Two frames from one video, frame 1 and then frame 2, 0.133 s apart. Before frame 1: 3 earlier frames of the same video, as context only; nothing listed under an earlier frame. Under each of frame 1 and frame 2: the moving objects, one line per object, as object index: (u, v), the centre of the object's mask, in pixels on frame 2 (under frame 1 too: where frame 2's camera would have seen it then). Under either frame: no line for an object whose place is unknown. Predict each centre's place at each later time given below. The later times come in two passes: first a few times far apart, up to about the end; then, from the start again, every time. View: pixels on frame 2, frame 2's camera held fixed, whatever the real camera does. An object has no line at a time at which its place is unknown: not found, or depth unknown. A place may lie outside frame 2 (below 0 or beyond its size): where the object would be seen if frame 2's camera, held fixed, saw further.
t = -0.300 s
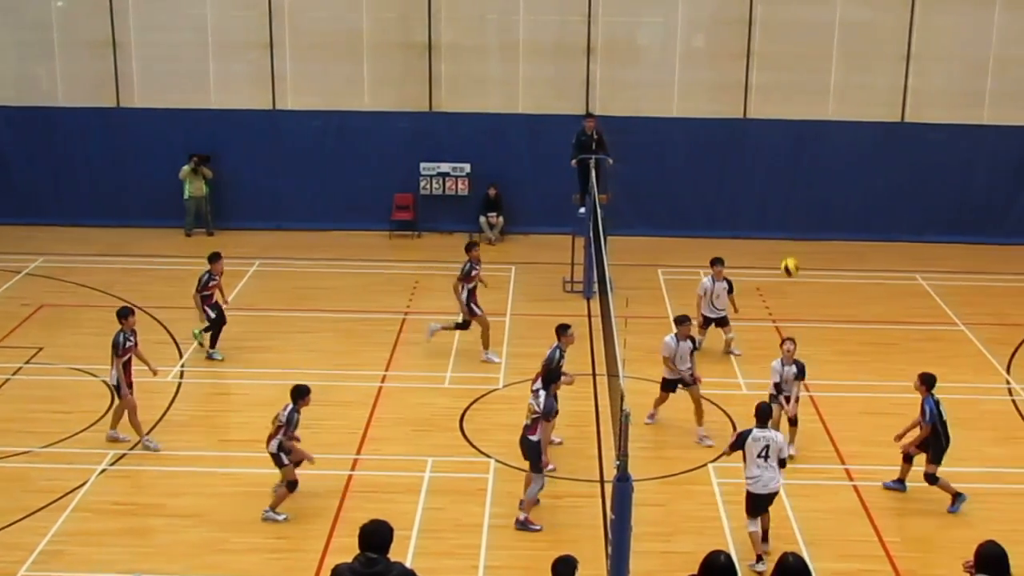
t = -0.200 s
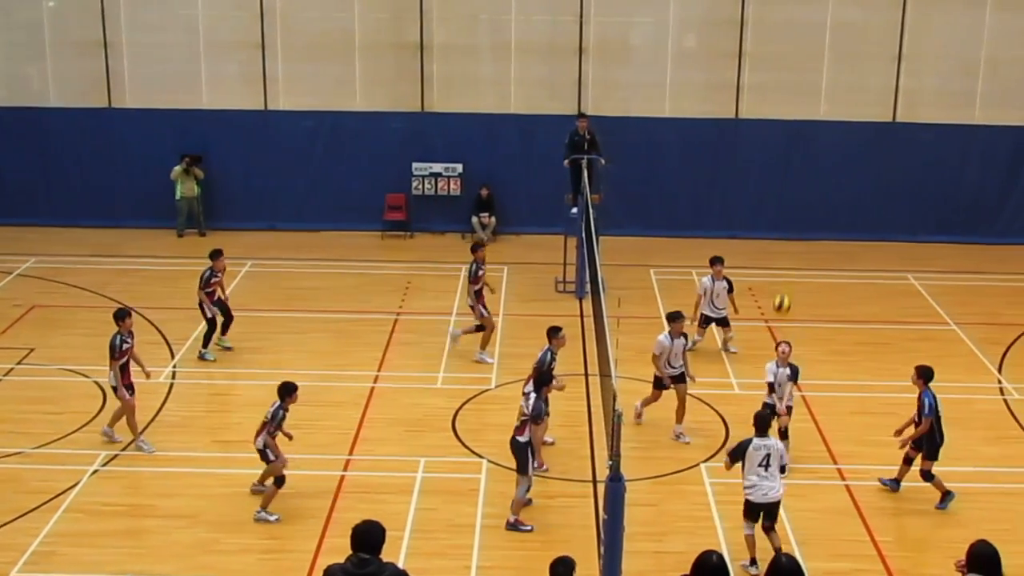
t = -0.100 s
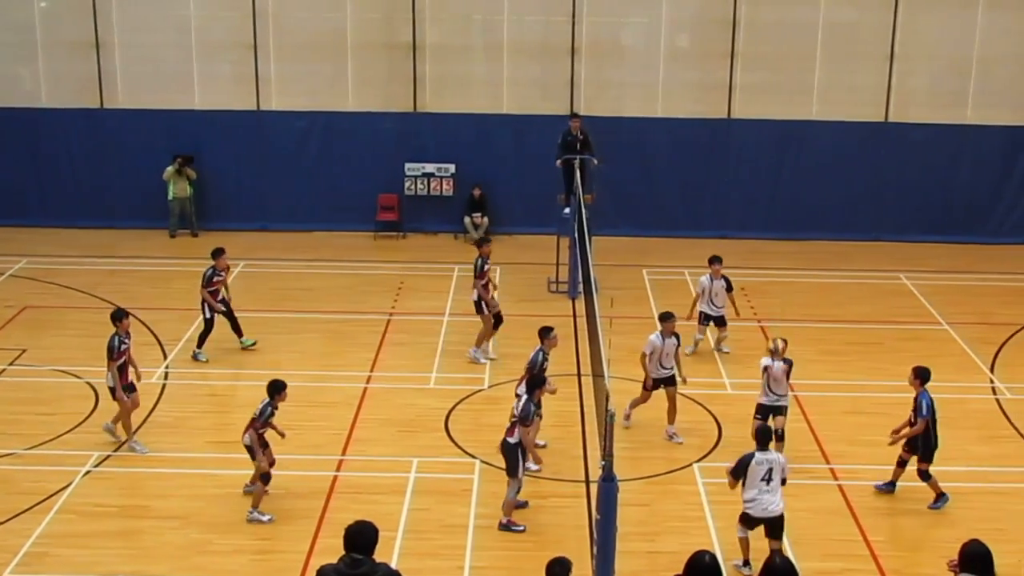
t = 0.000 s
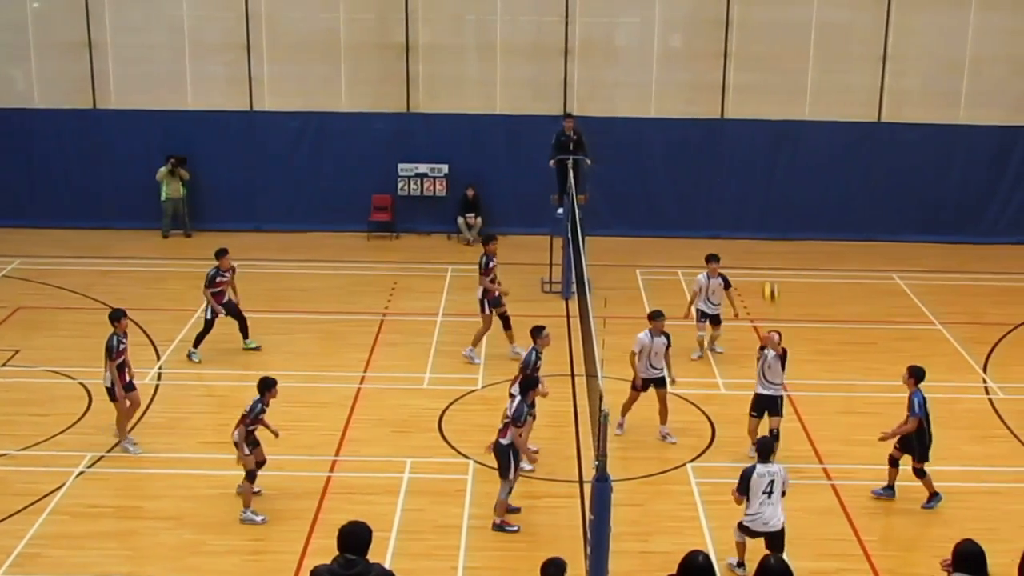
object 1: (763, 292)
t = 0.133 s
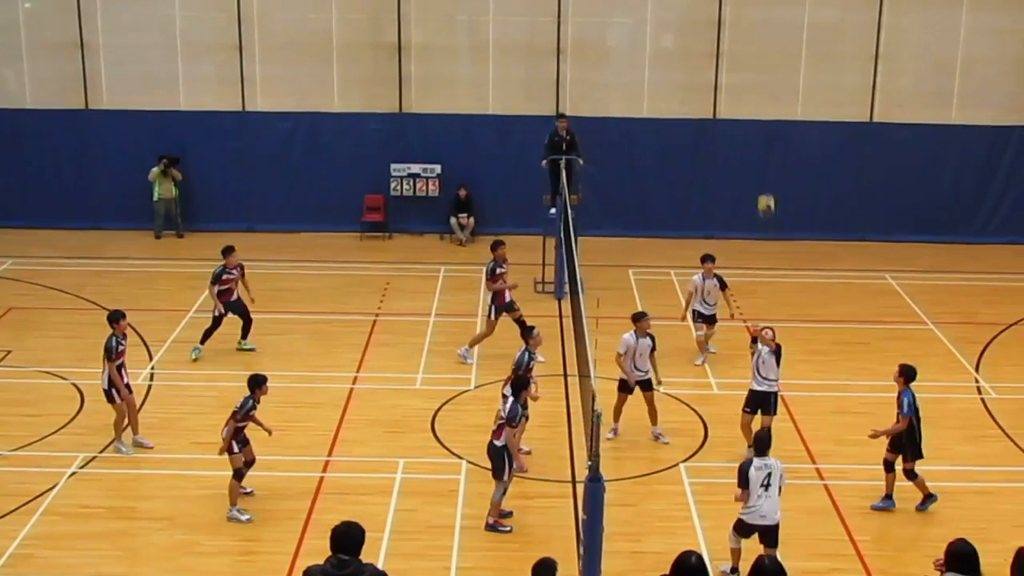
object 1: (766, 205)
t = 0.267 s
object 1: (767, 134)
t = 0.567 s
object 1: (767, 38)
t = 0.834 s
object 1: (762, 17)
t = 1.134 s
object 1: (756, 53)
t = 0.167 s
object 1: (766, 187)
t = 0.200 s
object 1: (766, 168)
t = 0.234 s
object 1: (767, 151)
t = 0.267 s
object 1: (767, 134)
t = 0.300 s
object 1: (767, 120)
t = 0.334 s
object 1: (767, 106)
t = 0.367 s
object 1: (767, 93)
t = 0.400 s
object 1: (767, 82)
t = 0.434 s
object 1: (767, 70)
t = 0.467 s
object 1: (767, 60)
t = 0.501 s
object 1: (767, 52)
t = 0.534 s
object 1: (767, 44)
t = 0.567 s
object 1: (767, 38)
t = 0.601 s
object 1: (766, 32)
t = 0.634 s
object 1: (765, 28)
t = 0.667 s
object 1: (765, 23)
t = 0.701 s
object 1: (765, 20)
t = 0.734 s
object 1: (765, 19)
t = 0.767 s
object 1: (764, 18)
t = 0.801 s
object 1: (763, 17)
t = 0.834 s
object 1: (762, 17)
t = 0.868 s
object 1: (763, 18)
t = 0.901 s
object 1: (762, 19)
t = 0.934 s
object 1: (761, 22)
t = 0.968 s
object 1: (760, 26)
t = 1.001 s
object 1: (760, 30)
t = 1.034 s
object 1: (759, 35)
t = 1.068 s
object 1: (757, 41)
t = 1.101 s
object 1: (756, 47)
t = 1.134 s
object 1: (756, 53)
